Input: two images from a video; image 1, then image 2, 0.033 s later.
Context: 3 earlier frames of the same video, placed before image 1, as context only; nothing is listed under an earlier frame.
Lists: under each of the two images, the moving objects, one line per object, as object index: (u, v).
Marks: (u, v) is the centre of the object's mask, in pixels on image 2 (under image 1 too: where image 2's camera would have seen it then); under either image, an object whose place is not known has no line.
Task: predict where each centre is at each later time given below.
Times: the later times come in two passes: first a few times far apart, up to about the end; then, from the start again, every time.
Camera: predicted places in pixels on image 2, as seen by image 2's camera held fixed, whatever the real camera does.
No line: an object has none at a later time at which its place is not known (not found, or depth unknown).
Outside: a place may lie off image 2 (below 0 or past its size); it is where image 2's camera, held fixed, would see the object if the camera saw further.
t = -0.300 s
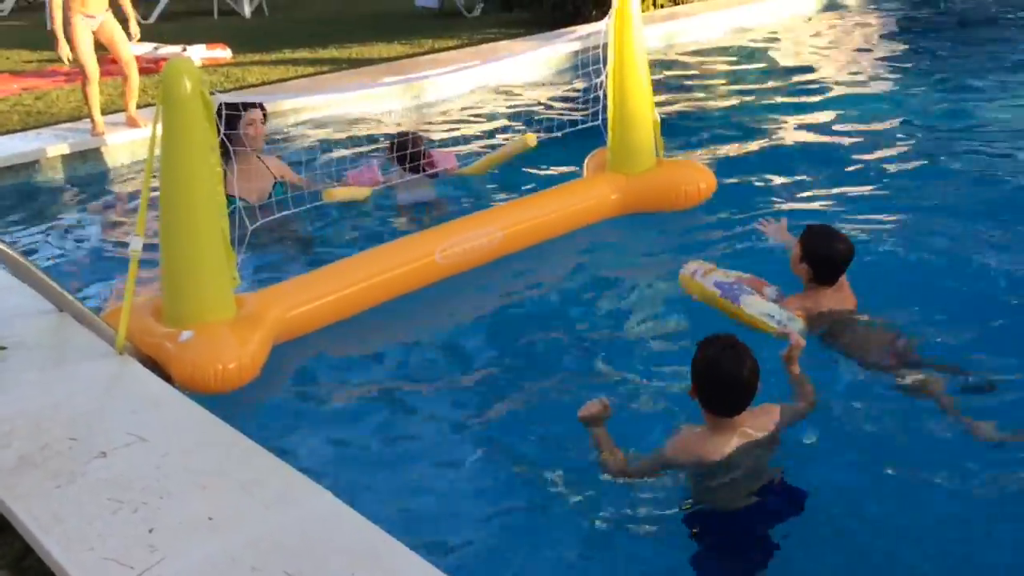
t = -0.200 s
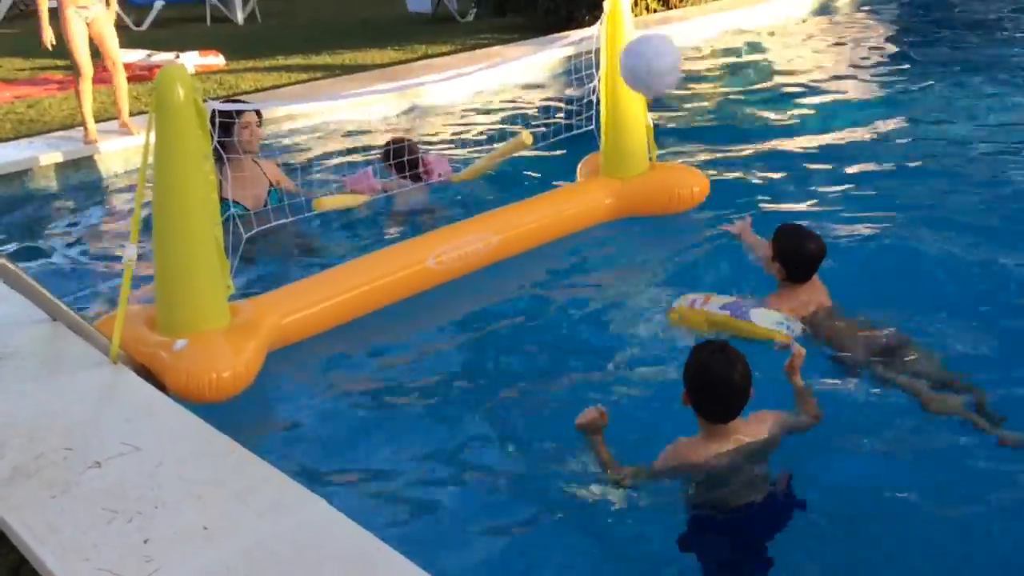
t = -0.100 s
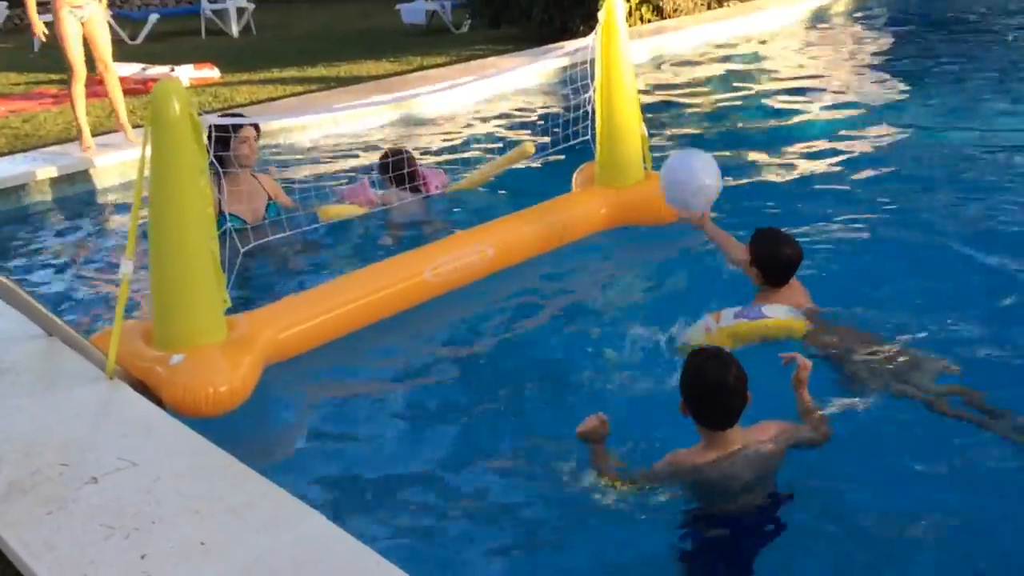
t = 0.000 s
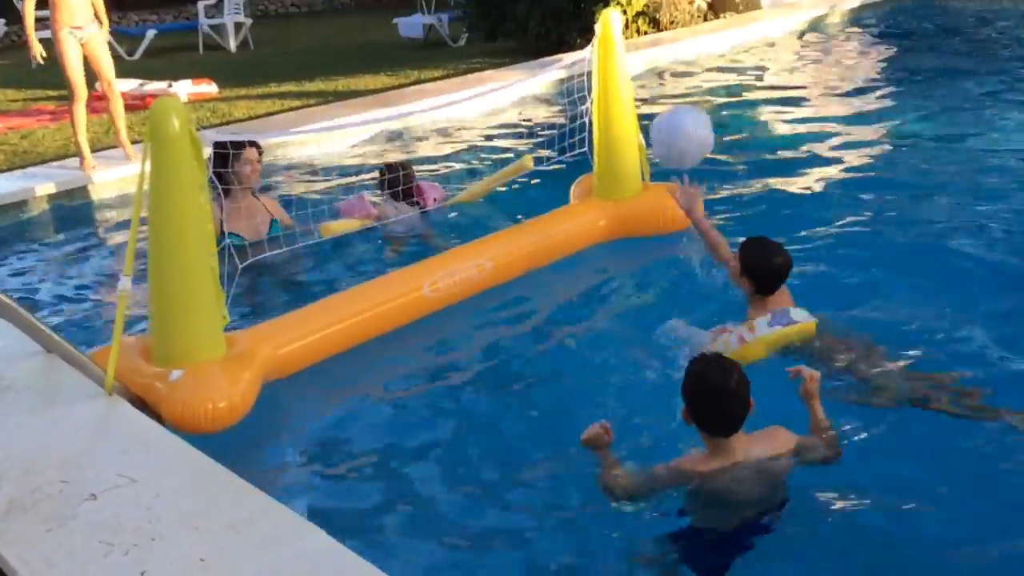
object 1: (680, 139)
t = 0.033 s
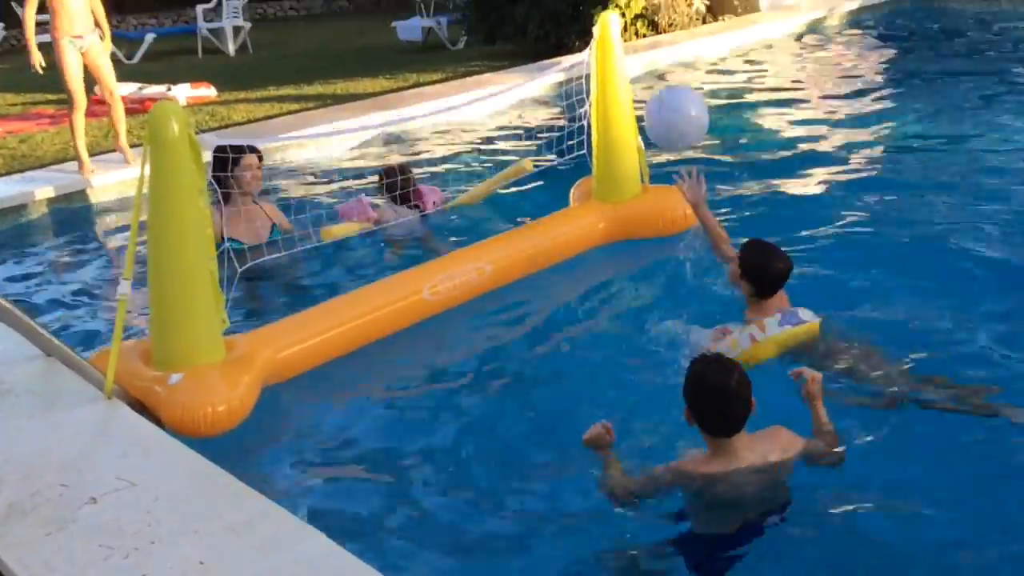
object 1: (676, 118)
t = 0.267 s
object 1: (644, 29)
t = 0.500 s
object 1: (609, 86)
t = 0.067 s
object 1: (672, 98)
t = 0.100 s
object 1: (667, 80)
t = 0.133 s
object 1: (663, 65)
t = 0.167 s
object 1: (659, 51)
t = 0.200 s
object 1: (654, 41)
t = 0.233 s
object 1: (649, 33)
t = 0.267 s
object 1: (644, 29)
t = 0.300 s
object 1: (638, 28)
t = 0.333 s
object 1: (632, 30)
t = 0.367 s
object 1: (627, 34)
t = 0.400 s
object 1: (622, 41)
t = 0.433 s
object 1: (618, 53)
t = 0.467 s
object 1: (613, 68)
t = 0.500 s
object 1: (609, 86)
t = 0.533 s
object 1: (606, 108)
